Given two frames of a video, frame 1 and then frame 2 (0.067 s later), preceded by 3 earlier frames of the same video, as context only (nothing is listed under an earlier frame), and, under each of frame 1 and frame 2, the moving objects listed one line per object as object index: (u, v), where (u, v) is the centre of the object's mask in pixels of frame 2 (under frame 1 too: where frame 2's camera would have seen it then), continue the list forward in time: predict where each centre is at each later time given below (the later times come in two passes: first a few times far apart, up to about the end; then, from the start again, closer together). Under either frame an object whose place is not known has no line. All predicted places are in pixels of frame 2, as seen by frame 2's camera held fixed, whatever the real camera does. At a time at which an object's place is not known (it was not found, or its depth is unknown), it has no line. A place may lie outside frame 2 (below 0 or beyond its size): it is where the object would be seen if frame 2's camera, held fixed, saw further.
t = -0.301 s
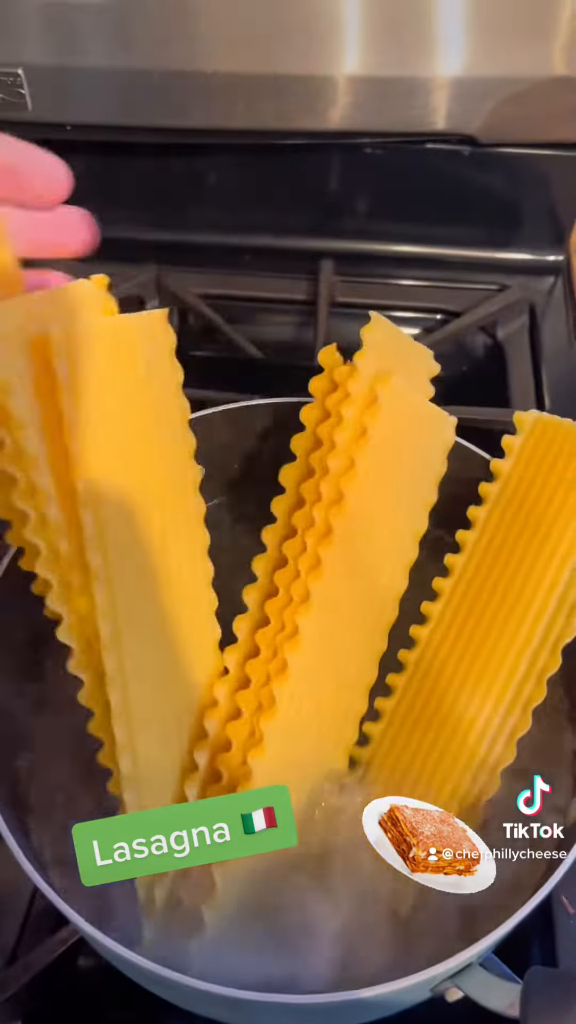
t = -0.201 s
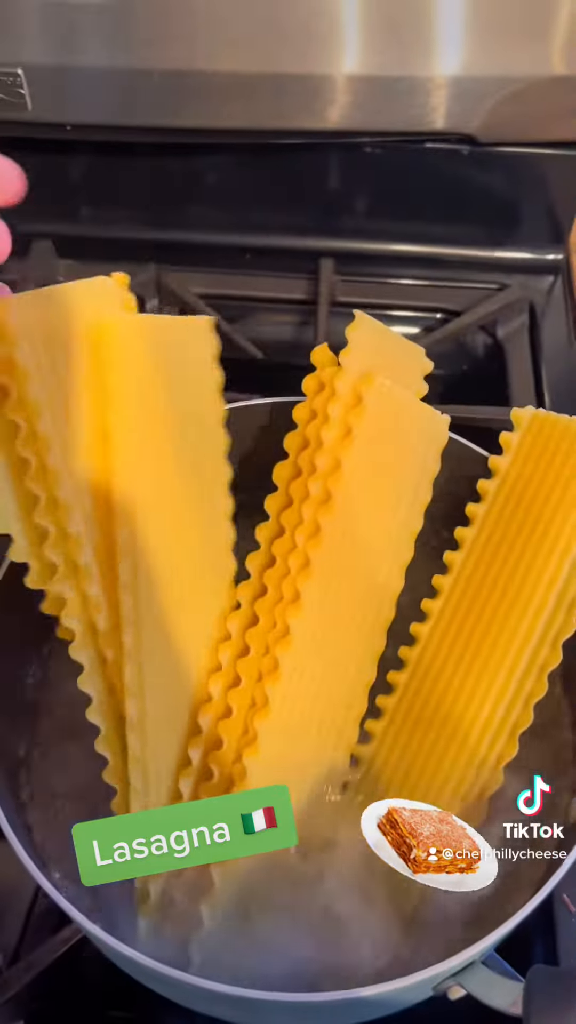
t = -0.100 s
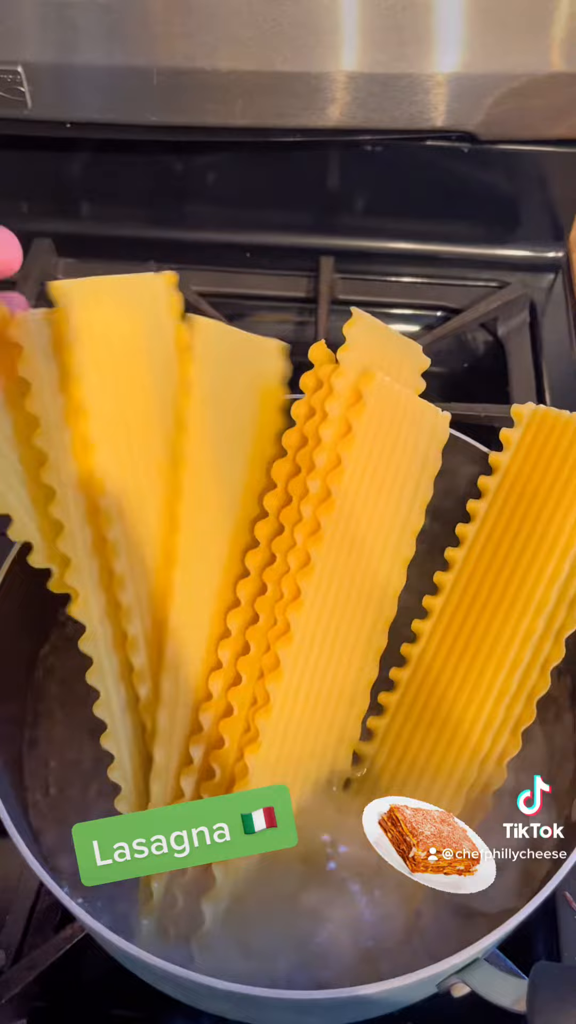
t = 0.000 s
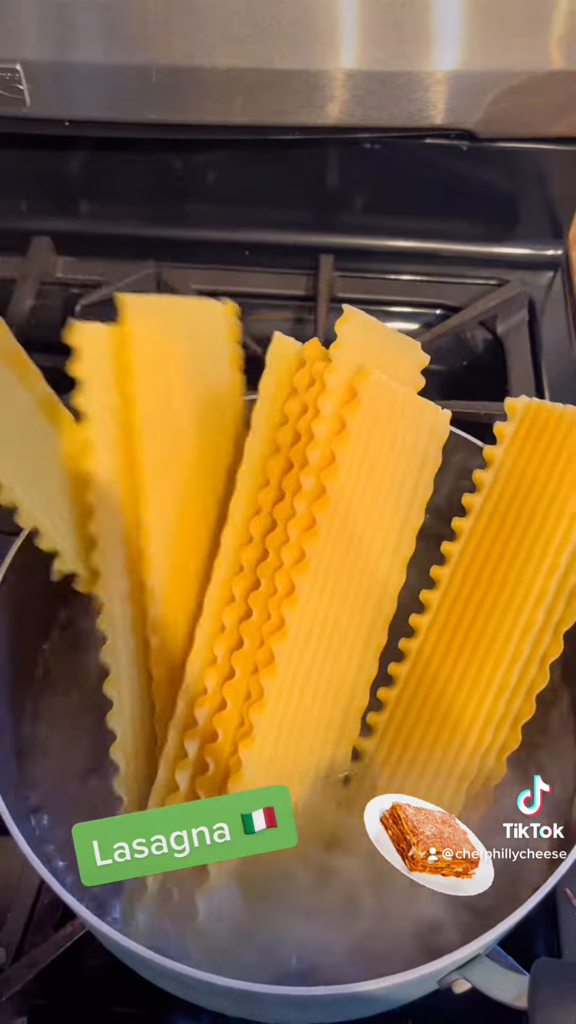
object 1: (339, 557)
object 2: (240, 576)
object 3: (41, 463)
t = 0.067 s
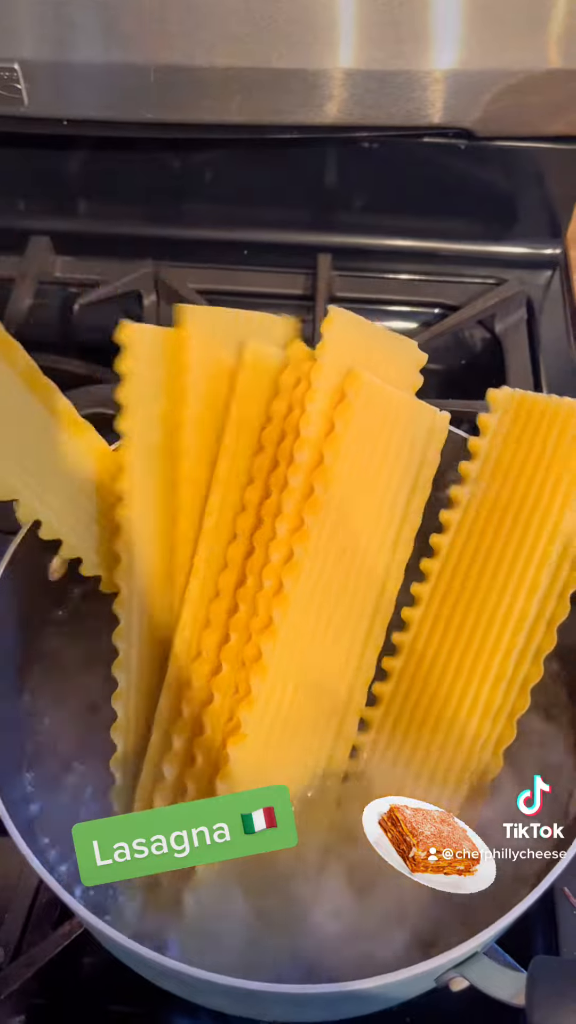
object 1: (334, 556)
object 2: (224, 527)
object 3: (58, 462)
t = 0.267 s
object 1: (329, 558)
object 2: (224, 534)
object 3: (70, 489)
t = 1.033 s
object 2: (222, 562)
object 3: (65, 501)
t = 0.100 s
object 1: (331, 558)
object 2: (223, 555)
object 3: (65, 465)
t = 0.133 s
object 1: (329, 558)
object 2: (223, 555)
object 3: (67, 467)
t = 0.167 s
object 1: (329, 558)
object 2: (222, 553)
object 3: (70, 471)
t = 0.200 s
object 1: (330, 558)
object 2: (224, 537)
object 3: (70, 477)
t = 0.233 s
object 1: (329, 558)
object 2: (224, 536)
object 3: (71, 482)
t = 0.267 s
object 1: (329, 558)
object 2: (224, 534)
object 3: (70, 489)
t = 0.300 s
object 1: (329, 558)
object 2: (225, 528)
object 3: (70, 492)
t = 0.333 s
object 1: (329, 558)
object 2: (226, 534)
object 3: (70, 496)
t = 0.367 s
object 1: (329, 557)
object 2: (223, 557)
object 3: (71, 500)
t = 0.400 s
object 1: (329, 558)
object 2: (223, 555)
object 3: (71, 503)
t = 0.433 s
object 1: (329, 559)
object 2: (225, 549)
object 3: (72, 503)
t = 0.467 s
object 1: (329, 559)
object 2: (224, 555)
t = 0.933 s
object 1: (328, 562)
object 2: (220, 559)
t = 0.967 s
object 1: (327, 562)
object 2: (222, 563)
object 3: (70, 503)
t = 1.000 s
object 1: (327, 562)
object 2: (222, 560)
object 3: (68, 502)
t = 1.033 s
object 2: (222, 562)
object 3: (65, 501)
